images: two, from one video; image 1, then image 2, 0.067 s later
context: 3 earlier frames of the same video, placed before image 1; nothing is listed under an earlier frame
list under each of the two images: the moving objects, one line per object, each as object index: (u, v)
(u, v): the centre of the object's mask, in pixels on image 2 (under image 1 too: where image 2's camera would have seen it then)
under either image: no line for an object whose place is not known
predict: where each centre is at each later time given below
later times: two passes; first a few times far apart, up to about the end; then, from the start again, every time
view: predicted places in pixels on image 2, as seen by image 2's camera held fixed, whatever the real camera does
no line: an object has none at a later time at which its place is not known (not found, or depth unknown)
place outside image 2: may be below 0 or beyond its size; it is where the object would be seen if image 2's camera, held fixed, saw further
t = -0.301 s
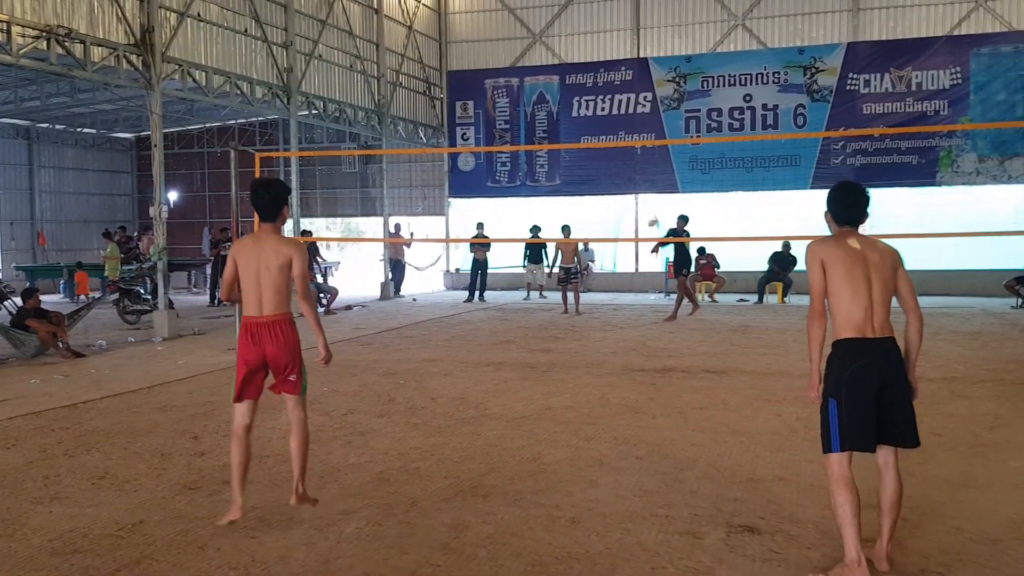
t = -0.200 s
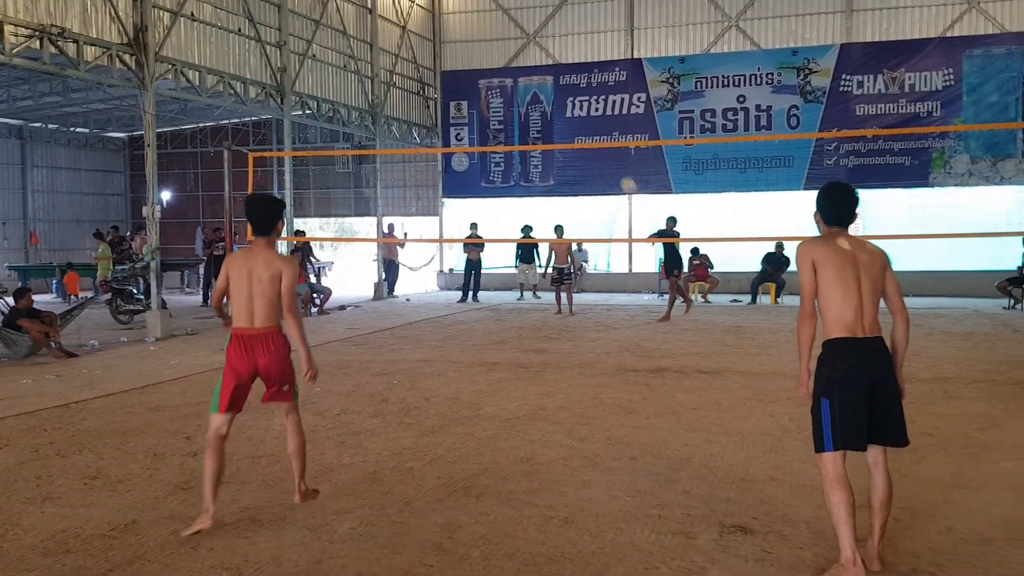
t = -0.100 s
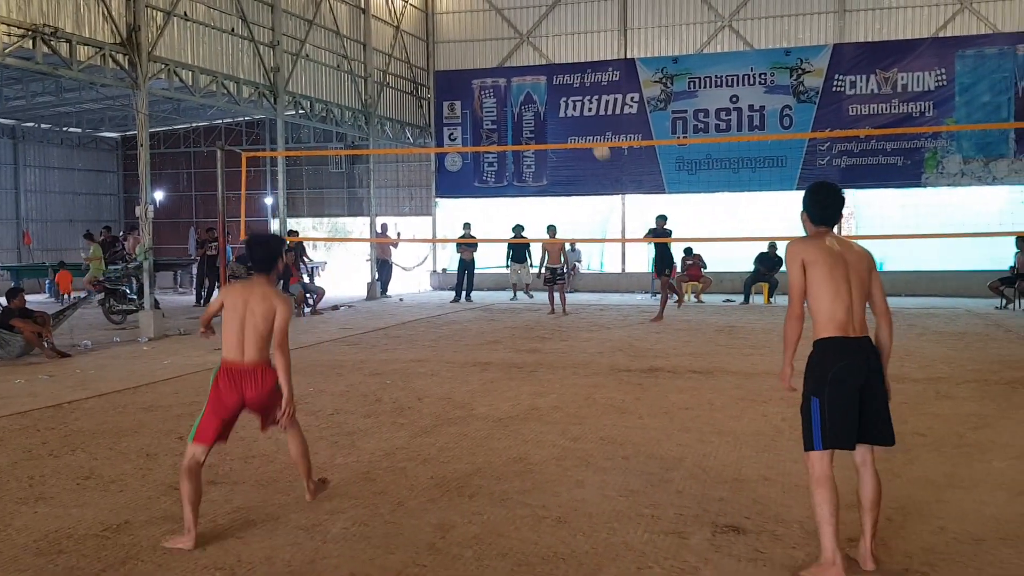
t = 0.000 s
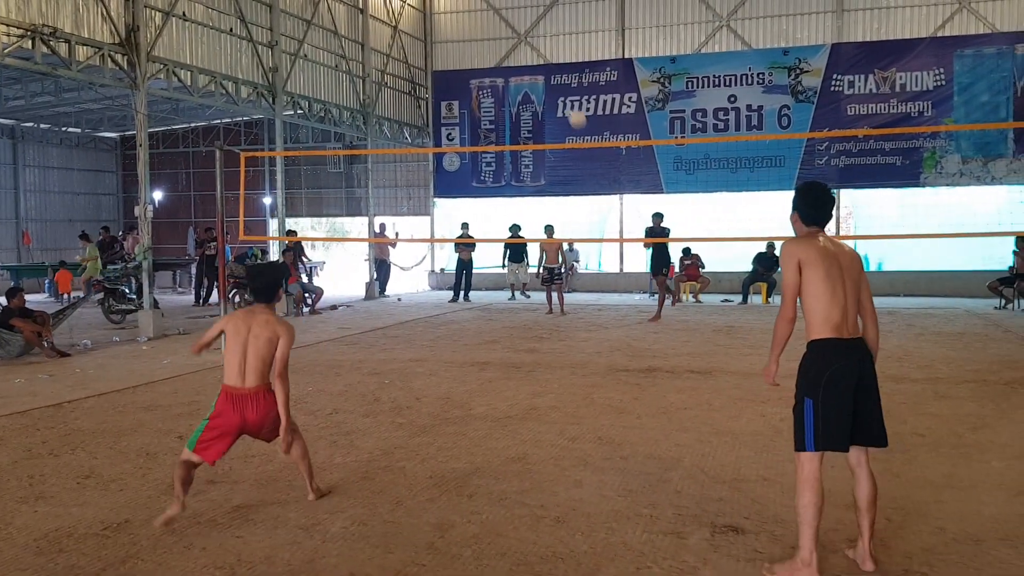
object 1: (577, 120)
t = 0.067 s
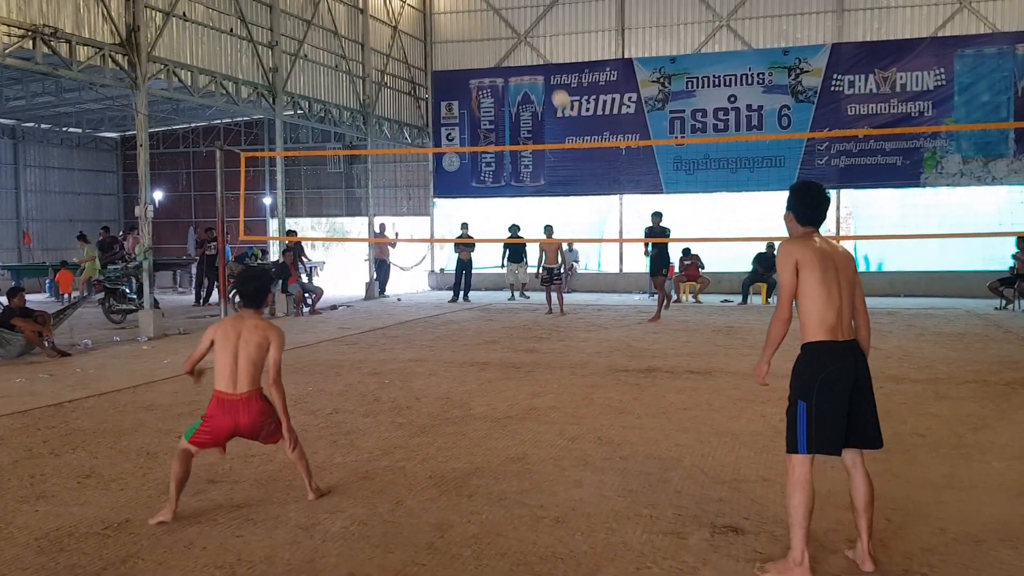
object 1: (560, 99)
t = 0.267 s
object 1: (506, 57)
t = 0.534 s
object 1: (408, 48)
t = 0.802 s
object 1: (255, 139)
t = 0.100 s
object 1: (553, 91)
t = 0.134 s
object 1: (544, 83)
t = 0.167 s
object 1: (535, 75)
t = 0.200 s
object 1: (525, 69)
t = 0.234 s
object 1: (516, 63)
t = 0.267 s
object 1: (506, 57)
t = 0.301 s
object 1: (497, 51)
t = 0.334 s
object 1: (485, 47)
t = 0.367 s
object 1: (474, 44)
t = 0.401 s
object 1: (462, 43)
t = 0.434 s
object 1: (450, 41)
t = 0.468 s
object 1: (436, 42)
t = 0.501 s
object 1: (423, 43)
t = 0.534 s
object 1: (408, 48)
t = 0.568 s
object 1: (394, 51)
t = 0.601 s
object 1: (376, 59)
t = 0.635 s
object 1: (360, 66)
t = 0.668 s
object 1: (342, 76)
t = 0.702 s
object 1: (321, 89)
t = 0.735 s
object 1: (300, 104)
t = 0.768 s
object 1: (279, 121)
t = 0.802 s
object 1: (255, 139)
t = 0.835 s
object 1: (228, 163)
